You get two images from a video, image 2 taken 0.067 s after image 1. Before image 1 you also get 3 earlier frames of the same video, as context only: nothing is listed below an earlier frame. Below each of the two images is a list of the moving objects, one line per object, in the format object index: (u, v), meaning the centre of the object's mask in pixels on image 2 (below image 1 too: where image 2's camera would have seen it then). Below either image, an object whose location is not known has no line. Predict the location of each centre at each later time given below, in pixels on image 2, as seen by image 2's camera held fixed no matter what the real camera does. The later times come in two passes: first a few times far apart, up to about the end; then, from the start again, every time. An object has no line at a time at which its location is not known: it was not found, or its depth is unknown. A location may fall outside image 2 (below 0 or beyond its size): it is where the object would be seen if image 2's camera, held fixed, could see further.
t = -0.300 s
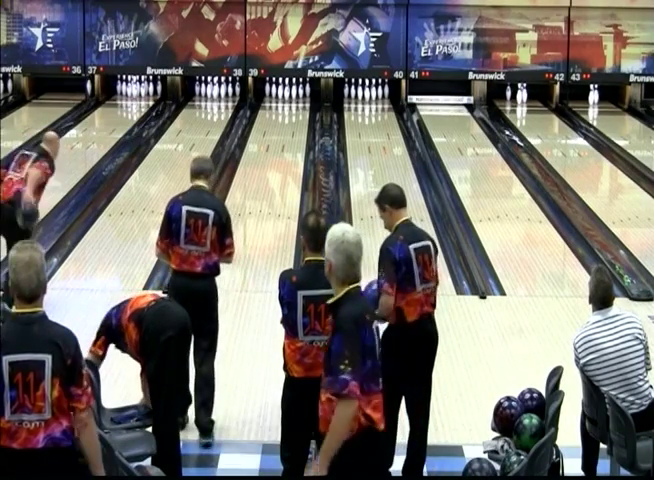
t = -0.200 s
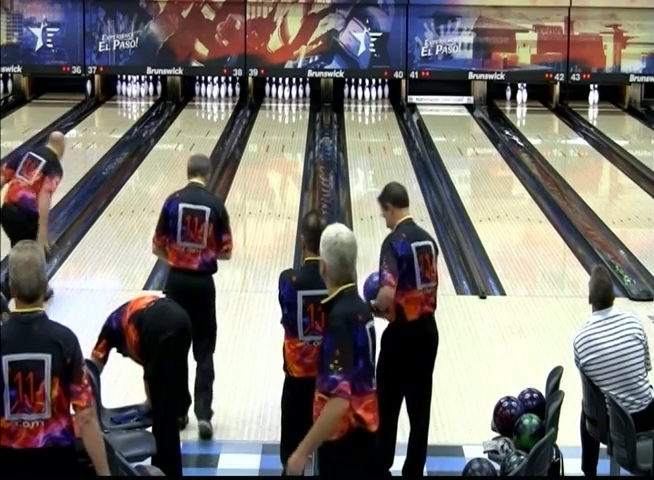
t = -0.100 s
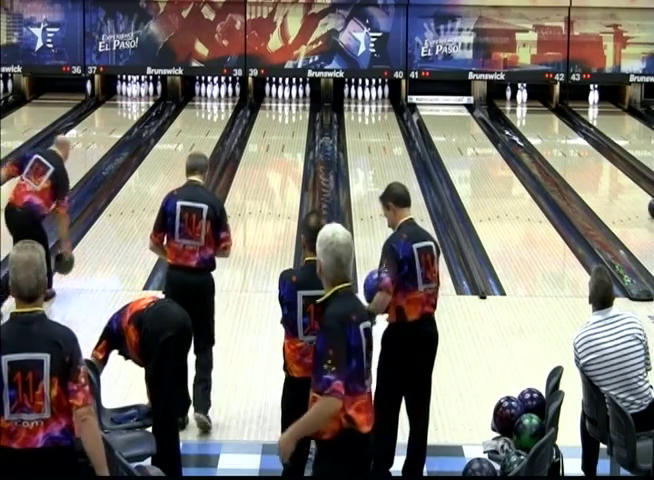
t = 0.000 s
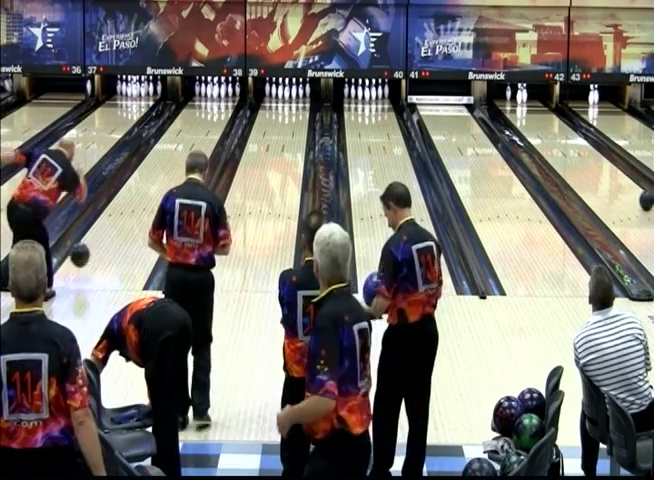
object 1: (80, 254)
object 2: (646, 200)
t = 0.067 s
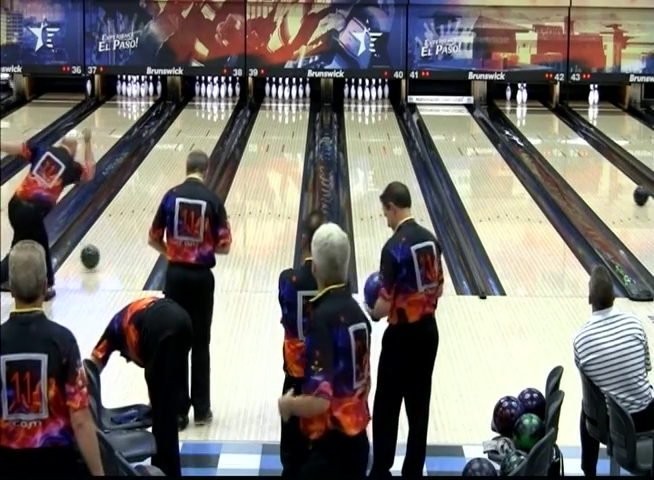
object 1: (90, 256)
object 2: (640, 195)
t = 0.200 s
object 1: (107, 240)
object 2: (629, 186)
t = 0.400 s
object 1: (130, 216)
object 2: (614, 173)
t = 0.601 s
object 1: (150, 196)
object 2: (600, 162)
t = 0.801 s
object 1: (167, 178)
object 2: (588, 151)
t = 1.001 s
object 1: (181, 163)
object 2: (576, 142)
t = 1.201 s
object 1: (193, 149)
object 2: (566, 133)
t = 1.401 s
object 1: (204, 137)
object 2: (556, 125)
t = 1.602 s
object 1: (212, 127)
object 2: (547, 118)
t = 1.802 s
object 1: (217, 117)
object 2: (538, 112)
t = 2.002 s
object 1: (219, 109)
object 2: (531, 106)
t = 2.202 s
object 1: (219, 102)
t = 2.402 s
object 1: (219, 95)
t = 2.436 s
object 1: (219, 94)
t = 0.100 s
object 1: (94, 252)
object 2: (638, 193)
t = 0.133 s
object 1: (99, 247)
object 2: (635, 191)
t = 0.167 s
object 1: (103, 243)
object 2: (632, 188)
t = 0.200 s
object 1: (107, 240)
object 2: (629, 186)
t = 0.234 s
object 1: (111, 236)
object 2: (627, 184)
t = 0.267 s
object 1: (115, 232)
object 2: (624, 182)
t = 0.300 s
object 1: (119, 228)
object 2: (621, 180)
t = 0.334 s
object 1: (123, 224)
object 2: (619, 178)
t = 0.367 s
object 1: (127, 220)
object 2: (617, 175)
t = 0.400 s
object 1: (130, 216)
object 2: (614, 173)
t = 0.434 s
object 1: (134, 213)
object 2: (612, 171)
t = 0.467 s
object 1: (137, 209)
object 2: (610, 169)
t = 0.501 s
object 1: (141, 205)
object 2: (607, 168)
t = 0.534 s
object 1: (144, 202)
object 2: (605, 166)
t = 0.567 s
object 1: (147, 199)
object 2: (602, 164)
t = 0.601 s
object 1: (150, 196)
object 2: (600, 162)
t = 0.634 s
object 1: (153, 193)
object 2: (598, 160)
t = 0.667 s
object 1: (156, 190)
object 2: (596, 158)
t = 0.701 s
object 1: (159, 187)
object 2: (594, 156)
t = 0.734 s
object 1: (162, 184)
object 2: (592, 155)
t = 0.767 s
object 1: (164, 181)
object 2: (590, 153)
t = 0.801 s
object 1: (167, 178)
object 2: (588, 151)
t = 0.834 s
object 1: (170, 175)
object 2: (586, 150)
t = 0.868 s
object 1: (172, 173)
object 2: (584, 149)
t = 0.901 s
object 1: (174, 170)
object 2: (582, 146)
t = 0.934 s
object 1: (177, 167)
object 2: (580, 145)
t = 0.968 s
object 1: (179, 165)
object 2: (578, 144)
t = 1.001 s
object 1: (181, 163)
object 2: (576, 142)
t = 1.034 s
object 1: (184, 161)
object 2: (574, 141)
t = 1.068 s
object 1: (186, 158)
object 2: (573, 139)
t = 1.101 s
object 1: (187, 156)
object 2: (571, 138)
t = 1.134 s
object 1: (190, 153)
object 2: (569, 136)
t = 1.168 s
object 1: (192, 151)
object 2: (567, 135)
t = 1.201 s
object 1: (193, 149)
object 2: (566, 133)
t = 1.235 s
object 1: (195, 147)
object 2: (564, 132)
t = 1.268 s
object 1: (197, 145)
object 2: (562, 131)
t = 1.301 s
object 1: (199, 143)
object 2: (561, 129)
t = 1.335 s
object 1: (201, 141)
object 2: (559, 128)
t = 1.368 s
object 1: (202, 139)
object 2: (557, 126)
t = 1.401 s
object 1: (204, 137)
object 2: (556, 125)
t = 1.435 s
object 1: (206, 135)
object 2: (555, 124)
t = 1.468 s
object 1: (207, 134)
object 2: (553, 123)
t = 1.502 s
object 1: (208, 132)
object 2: (551, 122)
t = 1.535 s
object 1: (210, 130)
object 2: (550, 120)
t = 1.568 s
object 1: (211, 128)
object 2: (548, 120)
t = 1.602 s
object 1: (212, 127)
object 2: (547, 118)
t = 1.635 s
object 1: (213, 125)
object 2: (546, 117)
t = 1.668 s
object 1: (214, 124)
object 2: (544, 117)
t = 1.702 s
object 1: (215, 121)
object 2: (543, 115)
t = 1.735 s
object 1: (216, 120)
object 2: (541, 114)
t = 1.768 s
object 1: (217, 118)
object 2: (540, 113)
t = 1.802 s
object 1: (217, 117)
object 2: (538, 112)
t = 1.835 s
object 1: (218, 115)
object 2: (537, 111)
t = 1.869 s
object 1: (218, 114)
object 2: (535, 110)
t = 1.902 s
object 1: (219, 112)
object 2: (535, 109)
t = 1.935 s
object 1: (219, 111)
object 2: (533, 109)
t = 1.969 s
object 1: (219, 110)
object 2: (532, 108)
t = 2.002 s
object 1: (219, 109)
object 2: (531, 106)
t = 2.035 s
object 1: (219, 107)
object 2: (530, 106)
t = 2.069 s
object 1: (220, 106)
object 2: (528, 105)
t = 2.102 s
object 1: (219, 105)
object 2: (527, 103)
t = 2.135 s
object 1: (219, 104)
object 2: (525, 103)
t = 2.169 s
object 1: (219, 103)
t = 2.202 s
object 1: (219, 102)
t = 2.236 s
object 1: (219, 100)
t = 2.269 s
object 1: (219, 100)
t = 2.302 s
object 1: (219, 98)
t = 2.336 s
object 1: (219, 98)
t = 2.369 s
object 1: (219, 96)
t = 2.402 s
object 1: (219, 95)
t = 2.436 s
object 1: (219, 94)
